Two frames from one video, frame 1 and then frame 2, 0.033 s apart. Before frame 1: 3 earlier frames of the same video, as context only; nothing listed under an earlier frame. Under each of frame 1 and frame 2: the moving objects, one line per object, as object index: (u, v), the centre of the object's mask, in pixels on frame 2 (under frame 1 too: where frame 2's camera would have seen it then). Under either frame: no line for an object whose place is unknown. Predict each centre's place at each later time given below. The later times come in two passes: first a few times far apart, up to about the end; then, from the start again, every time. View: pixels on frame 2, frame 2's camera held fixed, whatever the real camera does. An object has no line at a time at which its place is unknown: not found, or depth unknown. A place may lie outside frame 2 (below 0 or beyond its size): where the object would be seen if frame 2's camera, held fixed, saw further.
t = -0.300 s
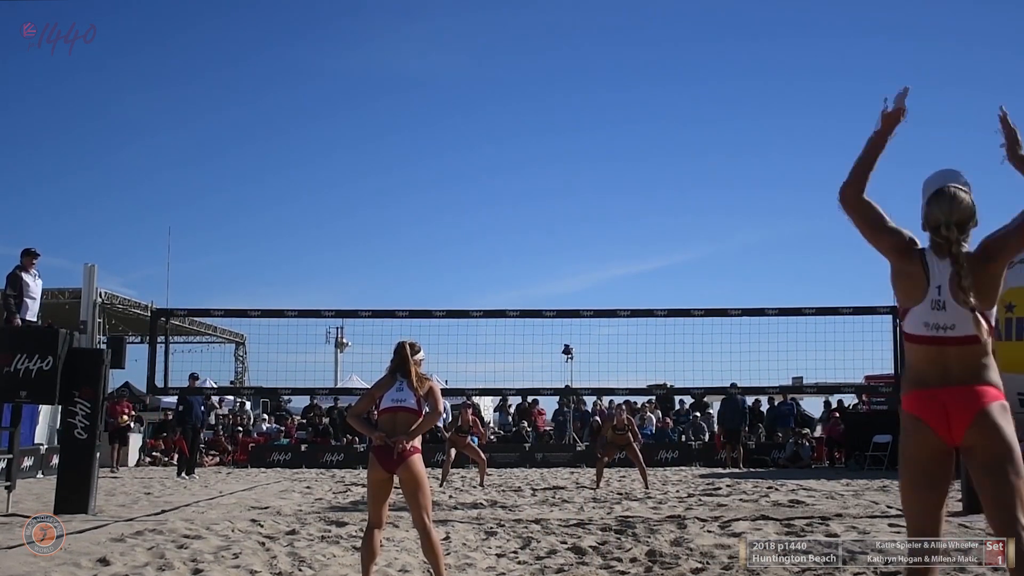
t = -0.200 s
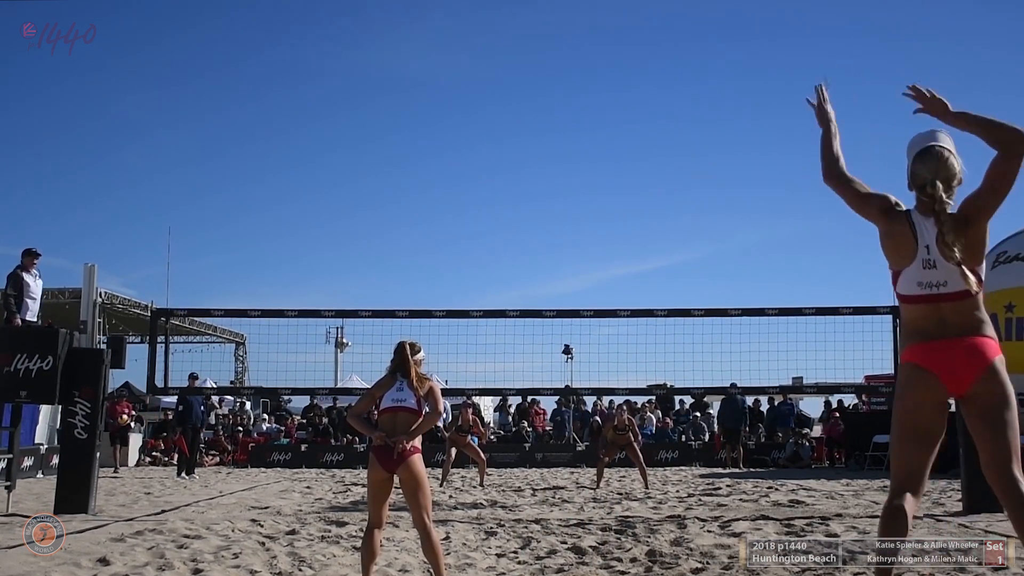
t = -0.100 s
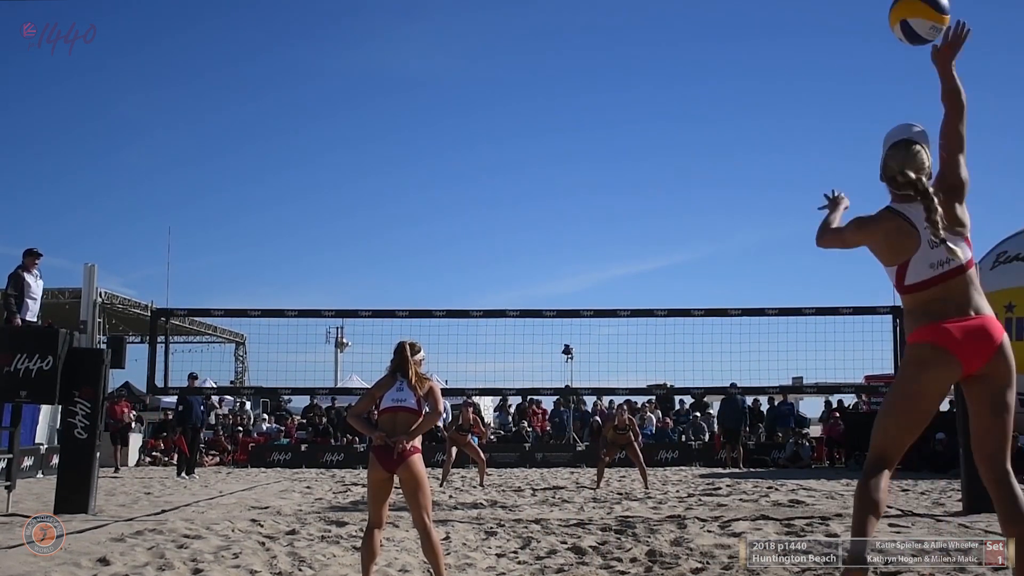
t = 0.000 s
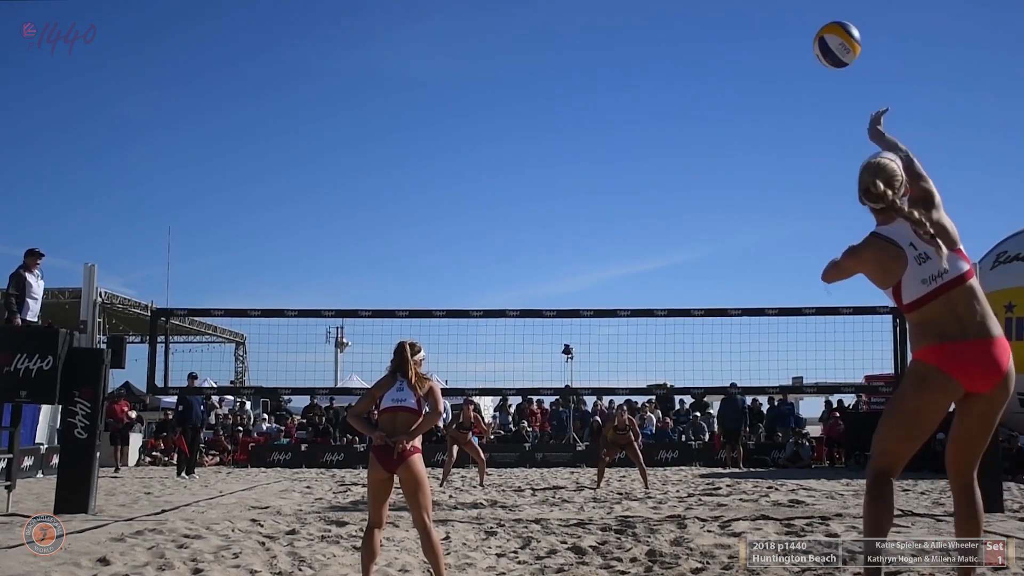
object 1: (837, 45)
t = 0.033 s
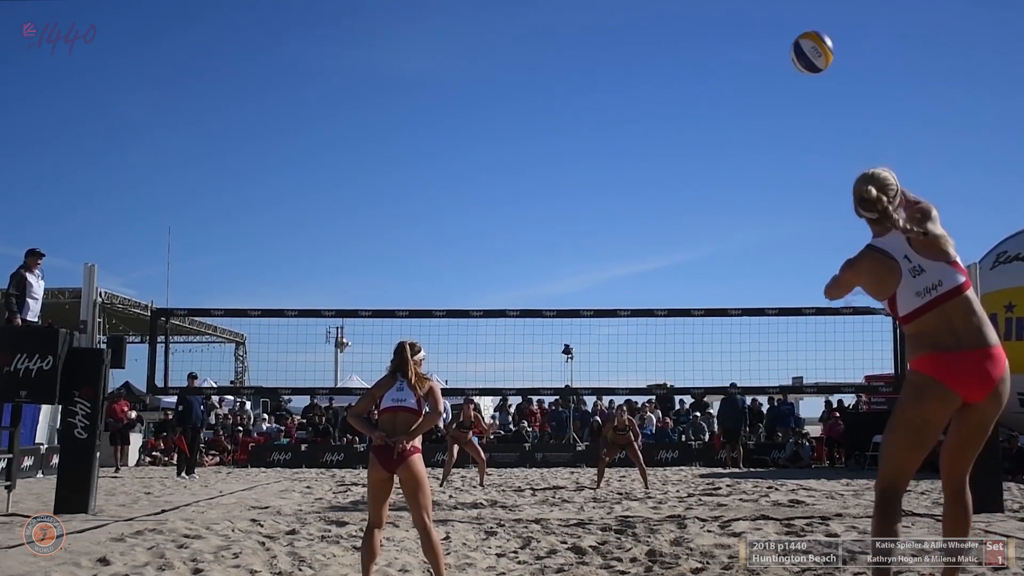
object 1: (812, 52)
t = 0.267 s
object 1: (711, 122)
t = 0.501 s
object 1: (665, 215)
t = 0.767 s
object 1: (635, 331)
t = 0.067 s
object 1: (790, 61)
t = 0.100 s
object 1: (772, 70)
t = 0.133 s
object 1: (756, 80)
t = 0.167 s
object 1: (743, 89)
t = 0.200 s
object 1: (730, 100)
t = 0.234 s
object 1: (720, 111)
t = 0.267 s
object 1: (711, 122)
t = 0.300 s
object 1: (703, 134)
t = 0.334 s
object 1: (695, 147)
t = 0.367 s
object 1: (688, 160)
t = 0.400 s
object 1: (682, 173)
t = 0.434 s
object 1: (676, 187)
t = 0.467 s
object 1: (670, 200)
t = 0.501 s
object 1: (665, 215)
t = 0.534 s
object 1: (660, 229)
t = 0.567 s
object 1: (656, 244)
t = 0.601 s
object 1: (651, 258)
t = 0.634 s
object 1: (647, 273)
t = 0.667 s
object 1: (644, 288)
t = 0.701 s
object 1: (641, 301)
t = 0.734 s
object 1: (638, 321)
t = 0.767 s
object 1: (635, 331)
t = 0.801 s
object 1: (632, 350)
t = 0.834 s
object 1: (634, 360)
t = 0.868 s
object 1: (630, 374)
